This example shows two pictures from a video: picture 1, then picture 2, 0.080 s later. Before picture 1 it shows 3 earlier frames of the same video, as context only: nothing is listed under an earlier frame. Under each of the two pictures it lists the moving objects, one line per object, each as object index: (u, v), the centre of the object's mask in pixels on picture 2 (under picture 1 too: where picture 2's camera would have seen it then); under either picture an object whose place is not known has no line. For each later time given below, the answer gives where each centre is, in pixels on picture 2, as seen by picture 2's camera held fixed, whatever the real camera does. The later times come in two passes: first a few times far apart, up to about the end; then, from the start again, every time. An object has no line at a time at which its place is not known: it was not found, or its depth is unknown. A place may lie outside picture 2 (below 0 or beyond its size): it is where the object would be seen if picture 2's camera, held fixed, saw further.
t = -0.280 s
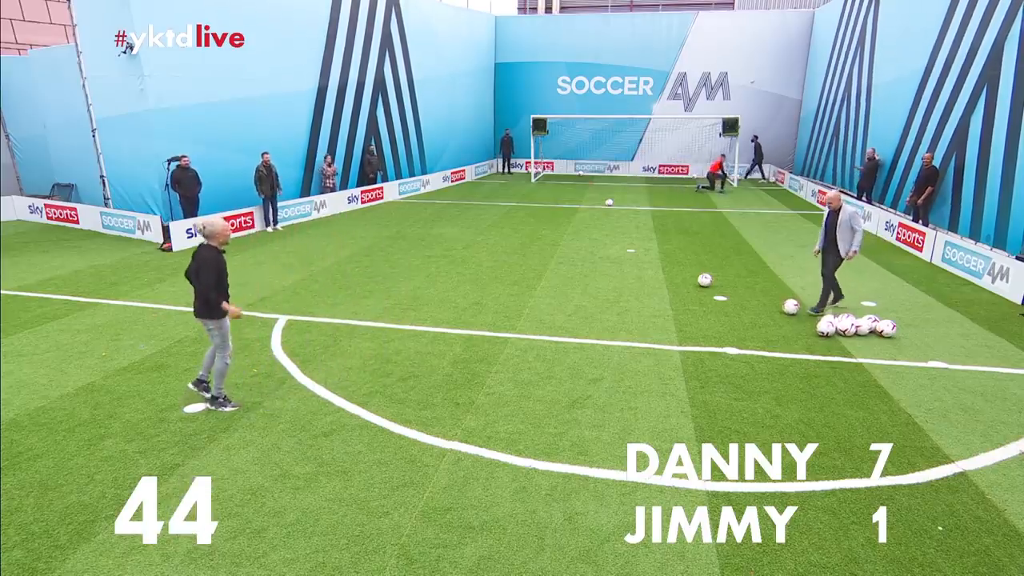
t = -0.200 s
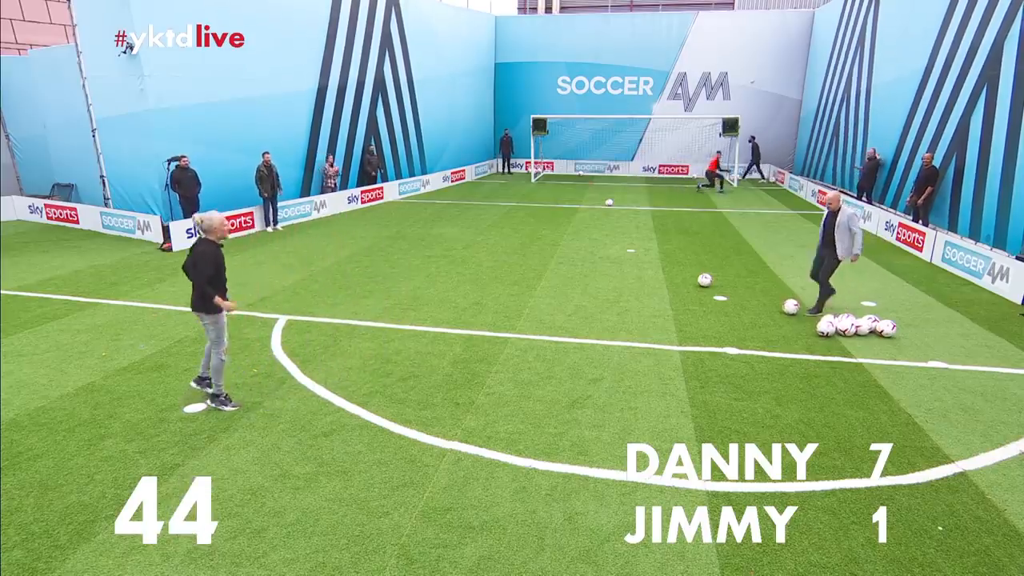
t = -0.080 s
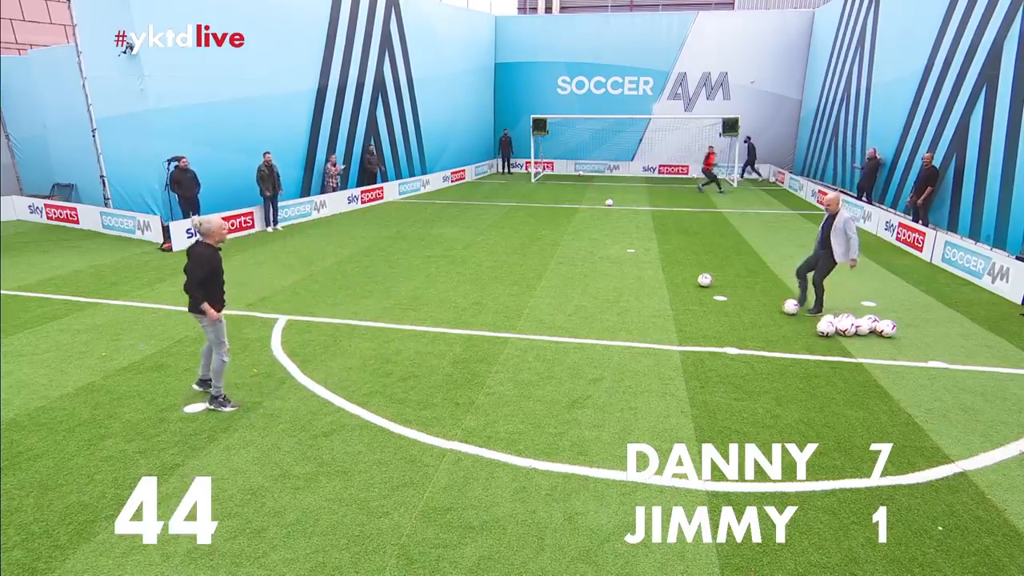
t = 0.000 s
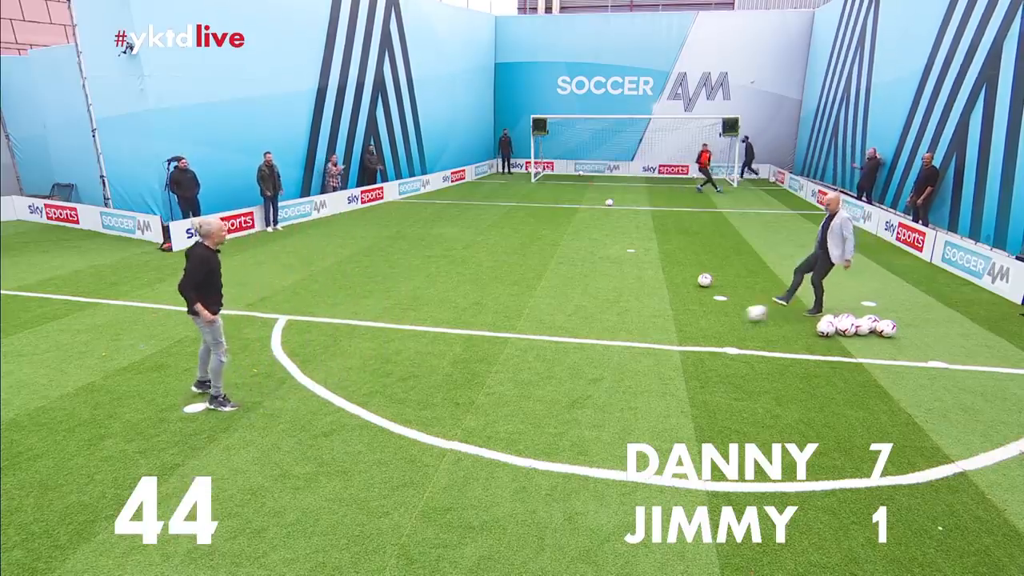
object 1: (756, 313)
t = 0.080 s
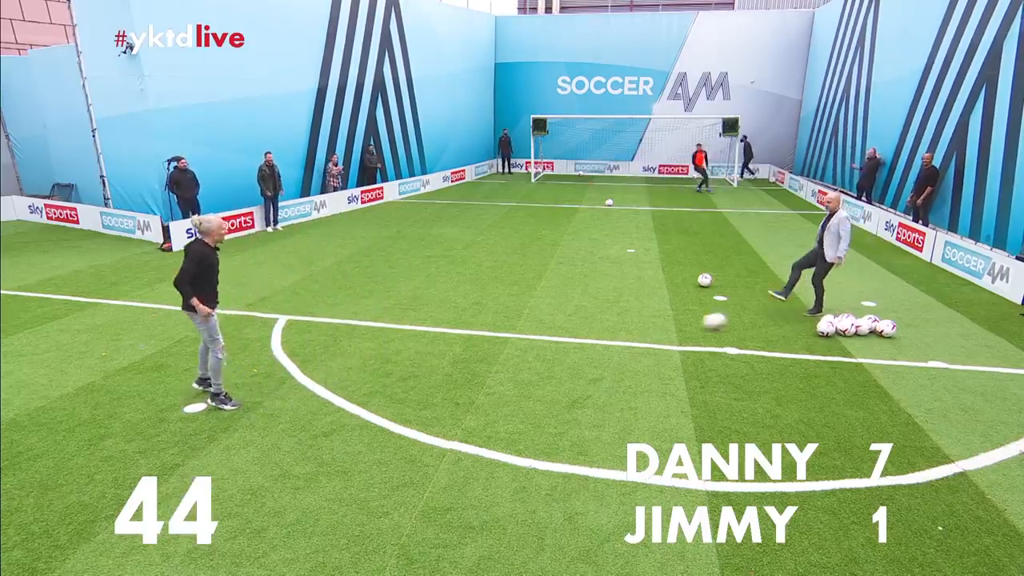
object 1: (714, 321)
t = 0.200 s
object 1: (648, 334)
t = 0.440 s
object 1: (504, 356)
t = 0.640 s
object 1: (372, 380)
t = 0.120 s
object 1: (693, 325)
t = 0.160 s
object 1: (671, 329)
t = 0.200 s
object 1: (648, 334)
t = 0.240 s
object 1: (625, 336)
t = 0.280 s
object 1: (603, 337)
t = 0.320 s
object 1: (577, 345)
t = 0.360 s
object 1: (552, 351)
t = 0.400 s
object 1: (528, 354)
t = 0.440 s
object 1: (504, 356)
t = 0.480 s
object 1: (479, 359)
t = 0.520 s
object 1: (452, 365)
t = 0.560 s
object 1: (425, 371)
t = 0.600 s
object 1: (398, 378)
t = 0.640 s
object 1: (372, 380)
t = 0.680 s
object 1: (346, 385)
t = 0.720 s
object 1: (317, 390)
